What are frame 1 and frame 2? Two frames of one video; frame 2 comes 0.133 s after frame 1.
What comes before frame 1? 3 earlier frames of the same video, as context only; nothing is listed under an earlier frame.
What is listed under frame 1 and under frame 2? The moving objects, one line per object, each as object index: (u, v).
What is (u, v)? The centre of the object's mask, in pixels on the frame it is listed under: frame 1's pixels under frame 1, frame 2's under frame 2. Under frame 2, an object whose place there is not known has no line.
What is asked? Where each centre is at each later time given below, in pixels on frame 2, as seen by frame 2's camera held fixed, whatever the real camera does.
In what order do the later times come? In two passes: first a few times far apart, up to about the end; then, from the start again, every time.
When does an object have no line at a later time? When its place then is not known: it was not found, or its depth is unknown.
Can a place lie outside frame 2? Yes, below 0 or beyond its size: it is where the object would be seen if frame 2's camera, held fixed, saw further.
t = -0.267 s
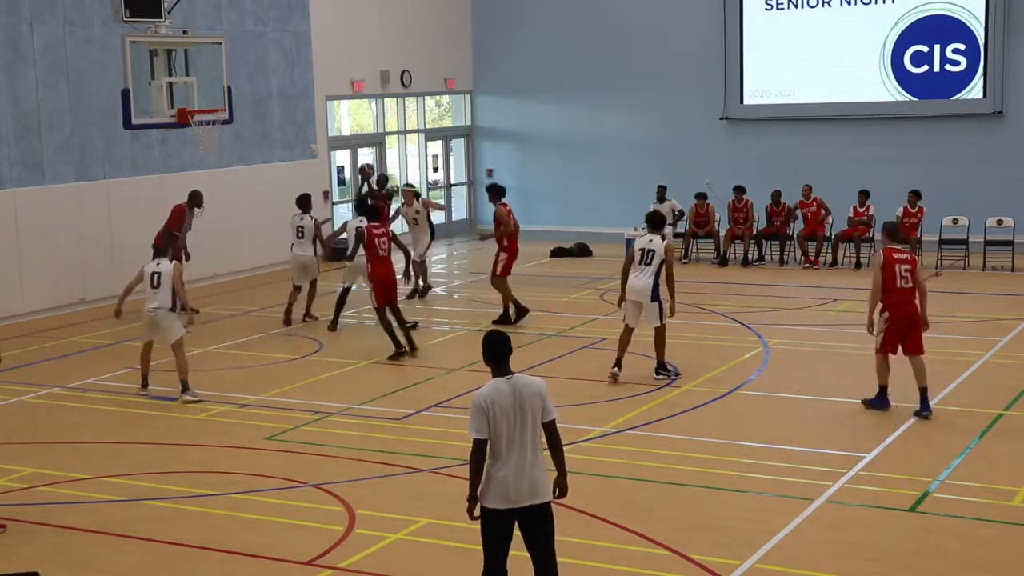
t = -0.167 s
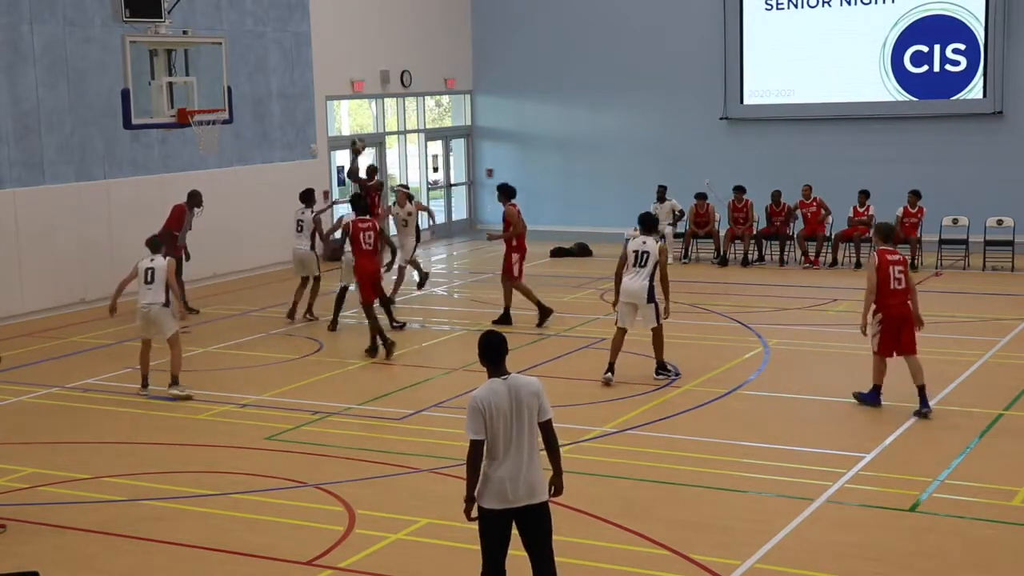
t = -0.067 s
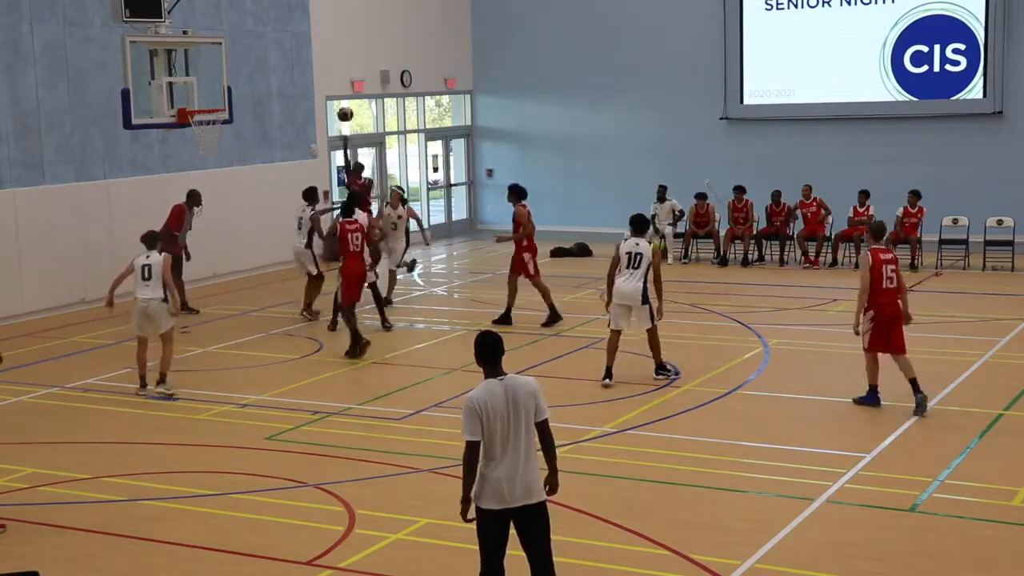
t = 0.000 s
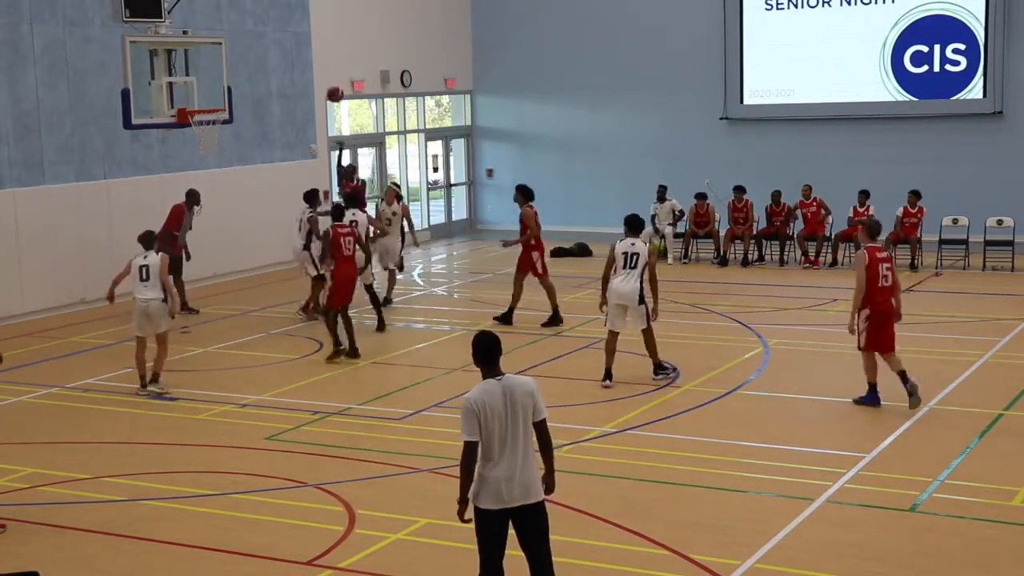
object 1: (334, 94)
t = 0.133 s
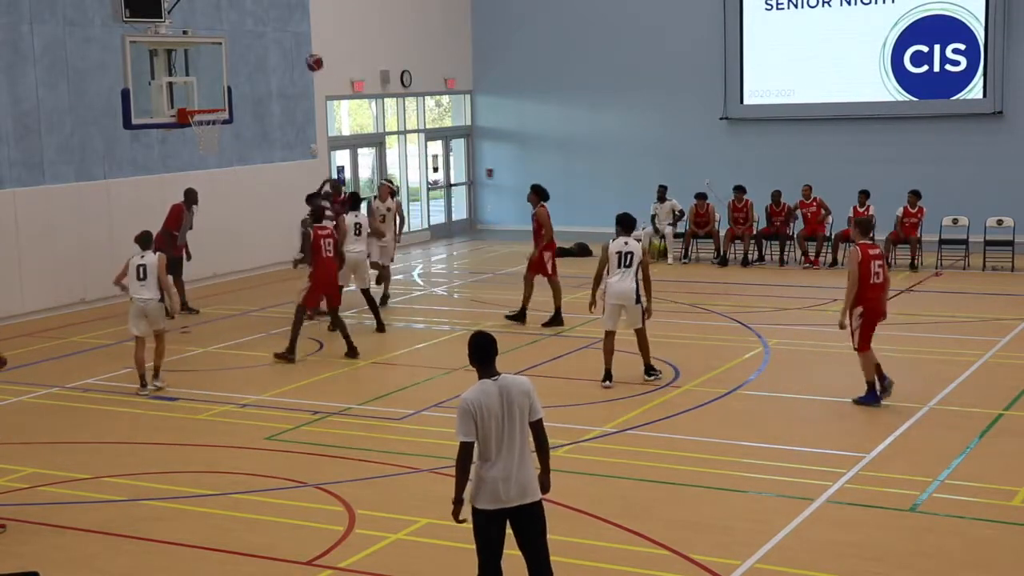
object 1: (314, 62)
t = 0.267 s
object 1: (293, 41)
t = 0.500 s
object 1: (257, 37)
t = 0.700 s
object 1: (225, 65)
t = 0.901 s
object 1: (208, 121)
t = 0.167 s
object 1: (309, 57)
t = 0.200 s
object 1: (304, 51)
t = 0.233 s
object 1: (298, 46)
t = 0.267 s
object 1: (293, 41)
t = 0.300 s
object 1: (288, 38)
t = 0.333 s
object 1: (283, 36)
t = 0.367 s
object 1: (278, 34)
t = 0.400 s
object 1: (272, 33)
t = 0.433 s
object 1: (267, 34)
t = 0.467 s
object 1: (262, 34)
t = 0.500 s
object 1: (257, 37)
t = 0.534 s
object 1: (251, 39)
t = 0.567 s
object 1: (246, 42)
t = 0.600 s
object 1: (241, 46)
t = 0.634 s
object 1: (235, 52)
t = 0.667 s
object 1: (230, 58)
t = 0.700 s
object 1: (225, 65)
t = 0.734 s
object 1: (220, 73)
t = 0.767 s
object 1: (214, 83)
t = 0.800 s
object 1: (209, 92)
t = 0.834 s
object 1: (204, 102)
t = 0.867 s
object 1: (203, 112)
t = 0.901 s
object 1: (208, 121)
